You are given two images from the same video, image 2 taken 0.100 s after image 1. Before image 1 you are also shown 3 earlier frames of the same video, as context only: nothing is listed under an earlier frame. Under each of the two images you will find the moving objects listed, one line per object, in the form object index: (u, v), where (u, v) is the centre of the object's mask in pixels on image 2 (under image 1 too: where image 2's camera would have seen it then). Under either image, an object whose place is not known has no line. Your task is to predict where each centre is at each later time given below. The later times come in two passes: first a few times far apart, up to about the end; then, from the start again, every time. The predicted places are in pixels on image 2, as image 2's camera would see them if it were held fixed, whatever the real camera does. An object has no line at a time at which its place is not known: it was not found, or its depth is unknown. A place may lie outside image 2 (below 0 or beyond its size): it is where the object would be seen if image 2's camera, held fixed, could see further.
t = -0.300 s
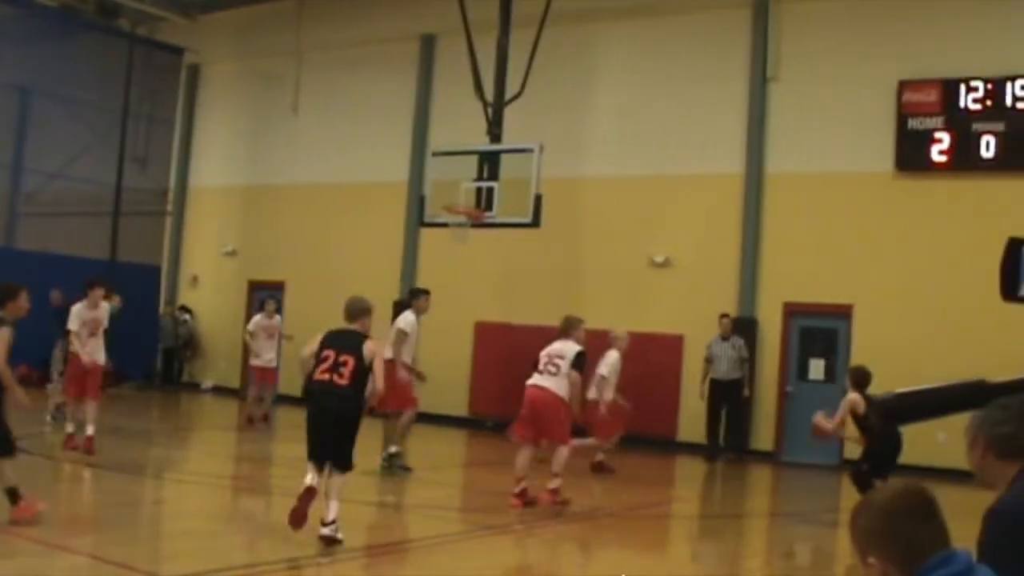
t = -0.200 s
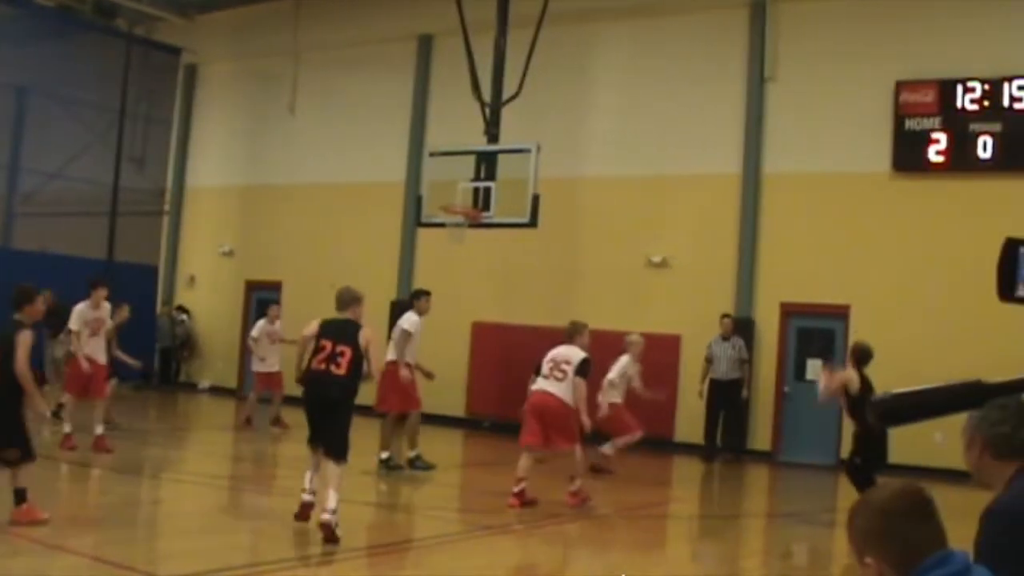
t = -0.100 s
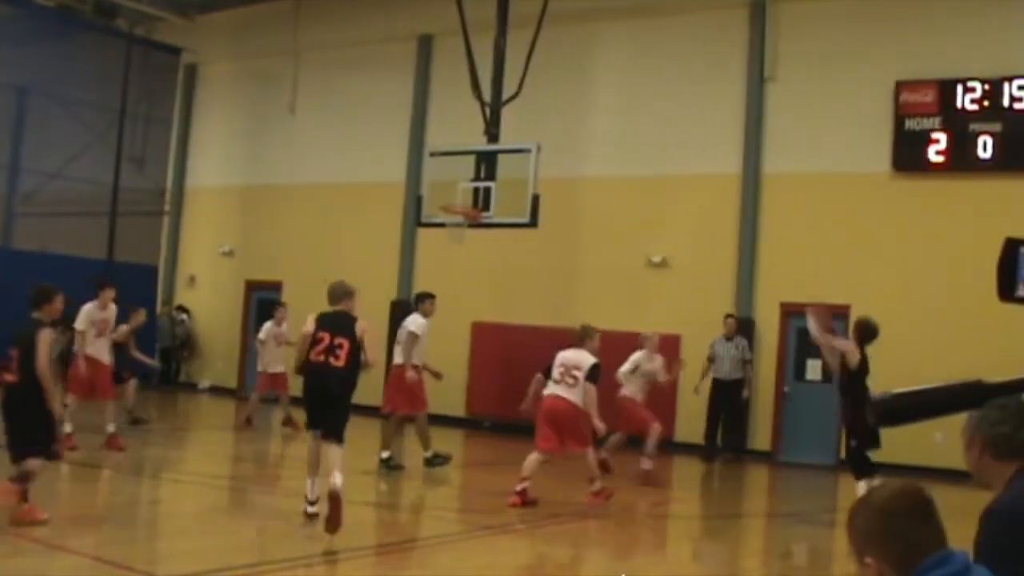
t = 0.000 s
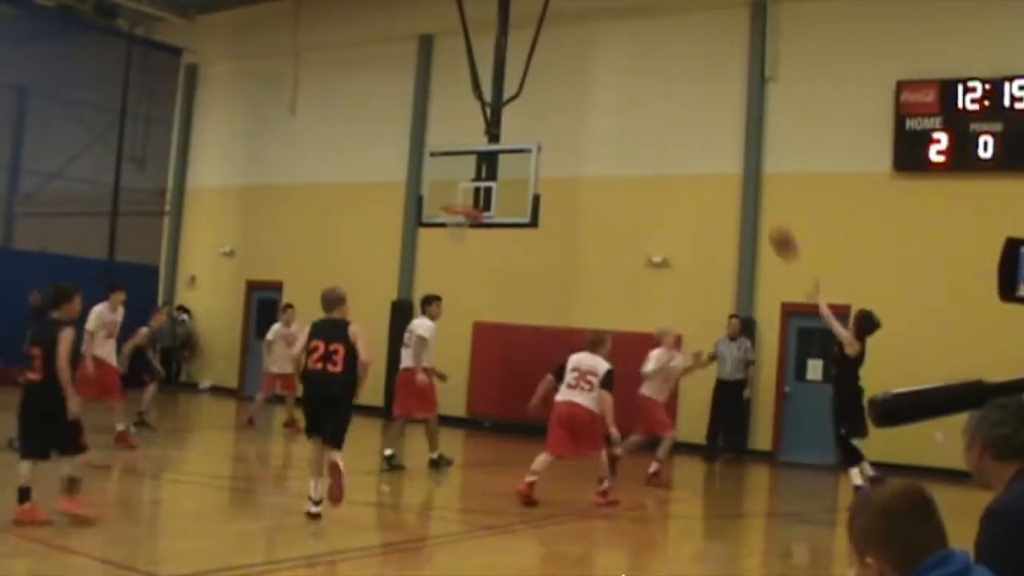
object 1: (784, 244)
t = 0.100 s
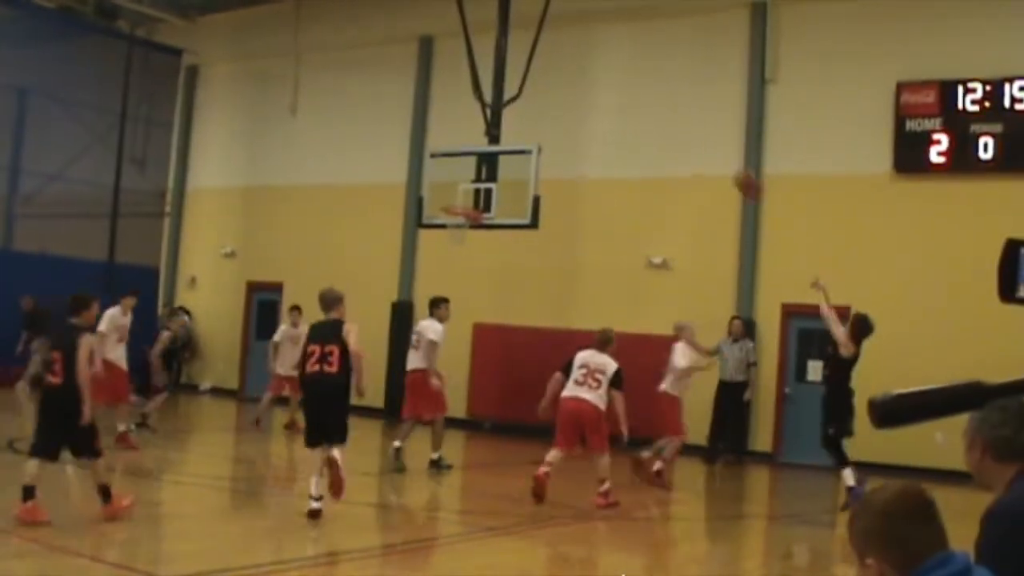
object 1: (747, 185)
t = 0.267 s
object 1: (692, 114)
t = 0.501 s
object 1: (624, 73)
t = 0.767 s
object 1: (552, 83)
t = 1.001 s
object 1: (496, 135)
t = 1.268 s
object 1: (457, 229)
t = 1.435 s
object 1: (476, 283)
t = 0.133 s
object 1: (734, 165)
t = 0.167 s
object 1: (725, 152)
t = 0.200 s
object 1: (714, 137)
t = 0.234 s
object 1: (703, 125)
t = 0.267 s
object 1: (692, 114)
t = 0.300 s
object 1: (682, 105)
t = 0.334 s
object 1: (672, 96)
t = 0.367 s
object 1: (662, 89)
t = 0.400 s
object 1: (652, 84)
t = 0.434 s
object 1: (643, 79)
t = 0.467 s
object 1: (634, 75)
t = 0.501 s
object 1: (624, 73)
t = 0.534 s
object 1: (615, 71)
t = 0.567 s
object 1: (606, 71)
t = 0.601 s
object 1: (596, 71)
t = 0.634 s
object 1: (588, 72)
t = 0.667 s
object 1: (579, 74)
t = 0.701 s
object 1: (570, 77)
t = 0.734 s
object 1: (562, 80)
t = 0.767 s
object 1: (552, 83)
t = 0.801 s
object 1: (544, 89)
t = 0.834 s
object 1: (536, 95)
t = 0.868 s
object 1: (529, 104)
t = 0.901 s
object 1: (520, 112)
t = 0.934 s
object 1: (513, 120)
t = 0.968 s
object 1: (505, 127)
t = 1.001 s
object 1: (496, 135)
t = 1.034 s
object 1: (490, 143)
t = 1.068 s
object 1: (481, 156)
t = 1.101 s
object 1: (474, 169)
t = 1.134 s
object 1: (466, 181)
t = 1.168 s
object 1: (460, 194)
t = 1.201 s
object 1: (451, 208)
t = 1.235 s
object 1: (452, 218)
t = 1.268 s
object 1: (457, 229)
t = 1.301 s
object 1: (460, 238)
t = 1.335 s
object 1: (465, 248)
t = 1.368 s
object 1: (468, 260)
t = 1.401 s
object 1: (472, 271)
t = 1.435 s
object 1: (476, 283)
